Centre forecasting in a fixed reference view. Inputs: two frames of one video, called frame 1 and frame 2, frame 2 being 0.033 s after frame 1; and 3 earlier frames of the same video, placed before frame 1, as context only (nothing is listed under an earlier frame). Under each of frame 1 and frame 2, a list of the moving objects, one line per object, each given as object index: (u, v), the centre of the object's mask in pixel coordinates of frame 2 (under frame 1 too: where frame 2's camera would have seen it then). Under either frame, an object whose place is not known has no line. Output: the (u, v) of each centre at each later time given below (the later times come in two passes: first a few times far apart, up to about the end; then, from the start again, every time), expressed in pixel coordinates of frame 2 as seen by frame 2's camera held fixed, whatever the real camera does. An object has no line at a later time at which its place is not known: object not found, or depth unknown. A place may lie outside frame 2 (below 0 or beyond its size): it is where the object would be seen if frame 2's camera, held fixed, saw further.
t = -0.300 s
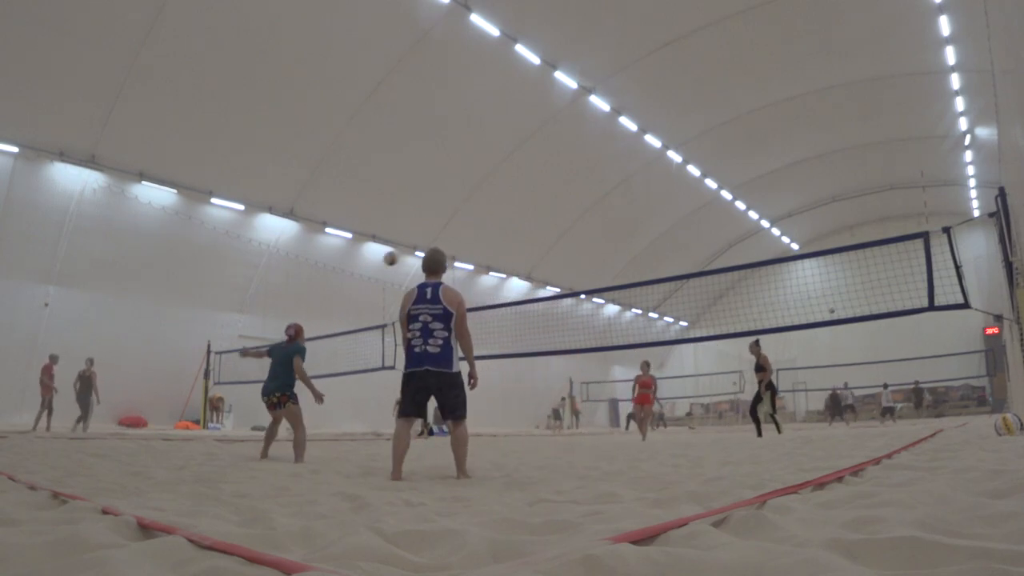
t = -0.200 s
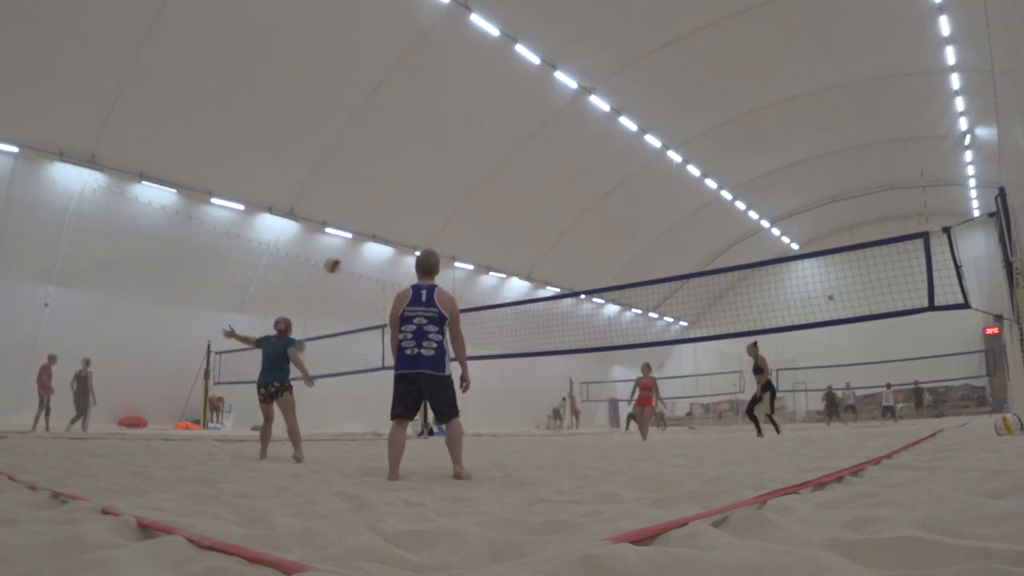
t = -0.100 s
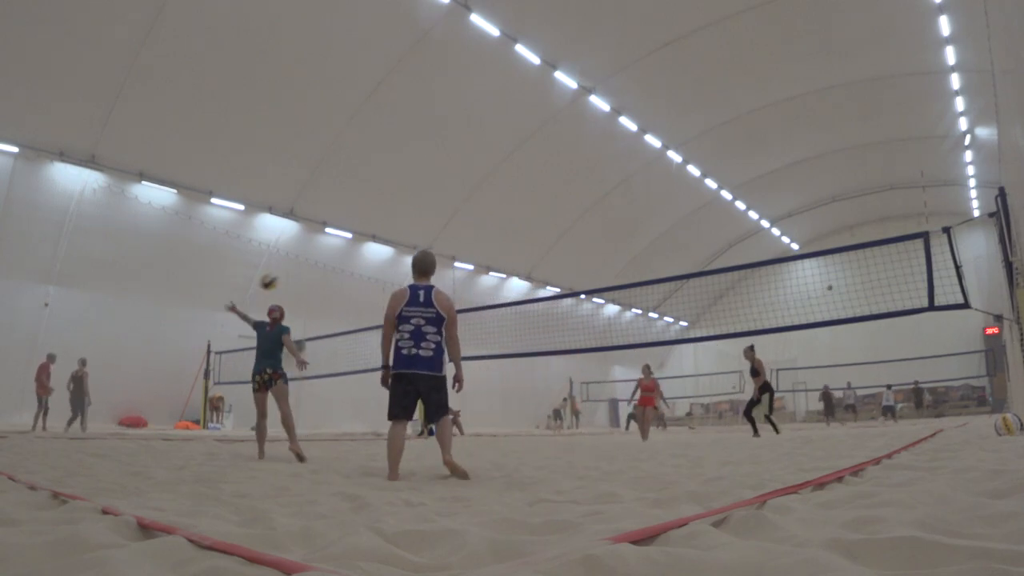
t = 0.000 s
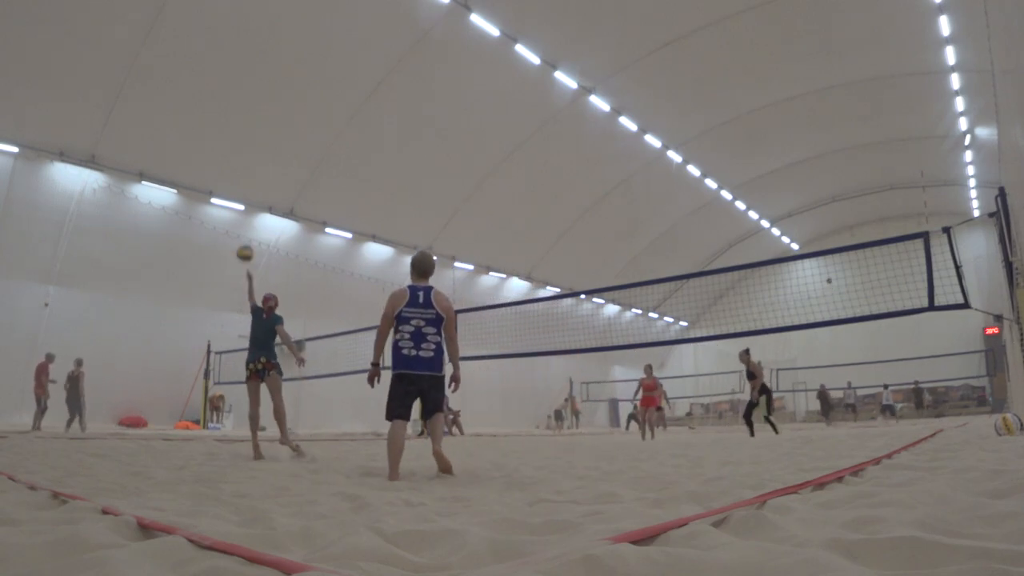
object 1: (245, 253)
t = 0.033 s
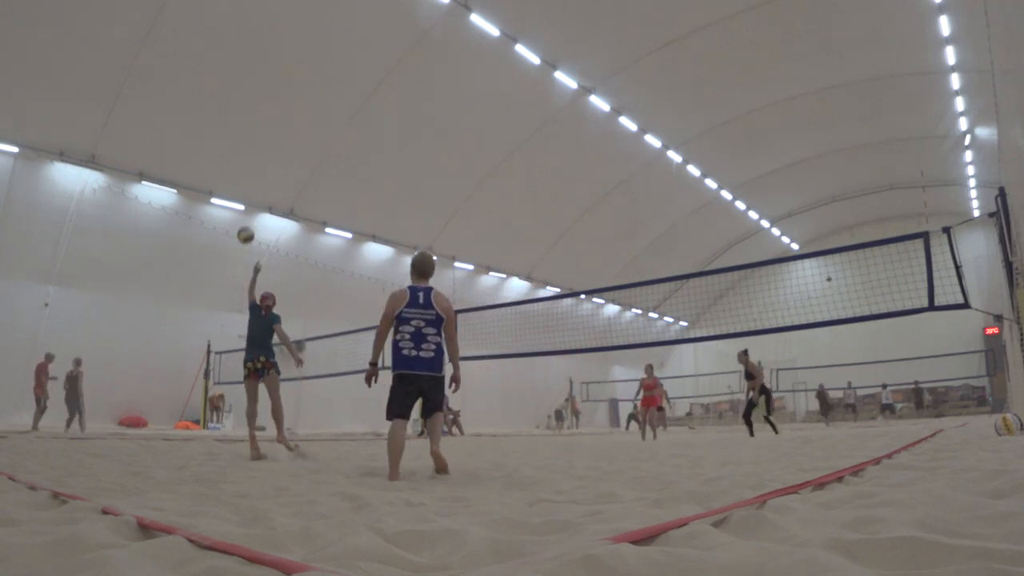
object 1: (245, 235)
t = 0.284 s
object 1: (248, 132)
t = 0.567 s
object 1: (247, 76)
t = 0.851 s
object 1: (239, 74)
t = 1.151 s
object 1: (222, 138)
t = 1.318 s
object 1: (211, 206)
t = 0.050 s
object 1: (246, 226)
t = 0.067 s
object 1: (246, 218)
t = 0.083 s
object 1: (247, 211)
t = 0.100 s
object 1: (247, 203)
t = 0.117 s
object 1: (248, 195)
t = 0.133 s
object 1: (247, 187)
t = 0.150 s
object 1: (247, 180)
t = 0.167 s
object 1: (247, 174)
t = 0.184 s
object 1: (247, 167)
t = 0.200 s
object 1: (248, 161)
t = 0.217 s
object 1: (248, 155)
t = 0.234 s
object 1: (248, 149)
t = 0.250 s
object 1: (248, 142)
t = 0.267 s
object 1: (248, 138)
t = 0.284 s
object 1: (248, 132)
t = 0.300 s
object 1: (248, 128)
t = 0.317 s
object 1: (248, 123)
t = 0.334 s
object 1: (248, 119)
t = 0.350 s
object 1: (248, 114)
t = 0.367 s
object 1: (248, 110)
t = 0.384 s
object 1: (249, 106)
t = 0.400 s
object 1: (249, 102)
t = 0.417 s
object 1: (249, 98)
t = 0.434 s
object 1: (248, 95)
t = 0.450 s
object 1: (248, 93)
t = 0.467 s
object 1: (248, 90)
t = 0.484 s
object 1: (248, 87)
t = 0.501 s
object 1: (247, 84)
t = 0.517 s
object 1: (248, 81)
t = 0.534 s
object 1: (248, 79)
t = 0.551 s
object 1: (248, 78)
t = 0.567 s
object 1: (247, 76)
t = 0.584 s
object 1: (247, 74)
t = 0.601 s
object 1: (246, 73)
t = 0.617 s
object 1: (246, 72)
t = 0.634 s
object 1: (246, 71)
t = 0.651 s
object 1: (246, 70)
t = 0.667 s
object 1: (246, 69)
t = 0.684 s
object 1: (245, 68)
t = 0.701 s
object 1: (244, 67)
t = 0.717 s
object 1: (244, 68)
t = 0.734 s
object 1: (243, 68)
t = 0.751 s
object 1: (243, 69)
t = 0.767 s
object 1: (242, 70)
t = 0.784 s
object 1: (242, 70)
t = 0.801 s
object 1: (241, 71)
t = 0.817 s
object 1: (241, 72)
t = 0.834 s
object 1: (240, 73)
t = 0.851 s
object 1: (239, 74)
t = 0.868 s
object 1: (238, 76)
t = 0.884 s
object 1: (238, 79)
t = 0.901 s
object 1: (238, 80)
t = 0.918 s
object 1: (237, 82)
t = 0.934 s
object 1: (236, 85)
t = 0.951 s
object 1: (235, 87)
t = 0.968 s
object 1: (234, 91)
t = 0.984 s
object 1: (233, 94)
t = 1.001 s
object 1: (232, 97)
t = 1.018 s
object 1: (231, 101)
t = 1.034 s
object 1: (230, 104)
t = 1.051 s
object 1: (230, 108)
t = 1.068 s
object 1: (228, 113)
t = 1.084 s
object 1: (227, 117)
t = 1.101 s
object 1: (226, 122)
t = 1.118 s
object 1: (225, 127)
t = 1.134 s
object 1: (224, 132)
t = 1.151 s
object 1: (222, 138)
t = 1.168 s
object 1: (221, 143)
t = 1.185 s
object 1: (221, 149)
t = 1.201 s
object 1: (220, 156)
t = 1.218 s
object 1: (218, 163)
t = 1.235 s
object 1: (217, 169)
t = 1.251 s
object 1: (215, 176)
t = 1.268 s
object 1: (214, 183)
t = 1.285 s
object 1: (213, 190)
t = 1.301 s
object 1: (212, 199)
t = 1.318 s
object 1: (211, 206)
